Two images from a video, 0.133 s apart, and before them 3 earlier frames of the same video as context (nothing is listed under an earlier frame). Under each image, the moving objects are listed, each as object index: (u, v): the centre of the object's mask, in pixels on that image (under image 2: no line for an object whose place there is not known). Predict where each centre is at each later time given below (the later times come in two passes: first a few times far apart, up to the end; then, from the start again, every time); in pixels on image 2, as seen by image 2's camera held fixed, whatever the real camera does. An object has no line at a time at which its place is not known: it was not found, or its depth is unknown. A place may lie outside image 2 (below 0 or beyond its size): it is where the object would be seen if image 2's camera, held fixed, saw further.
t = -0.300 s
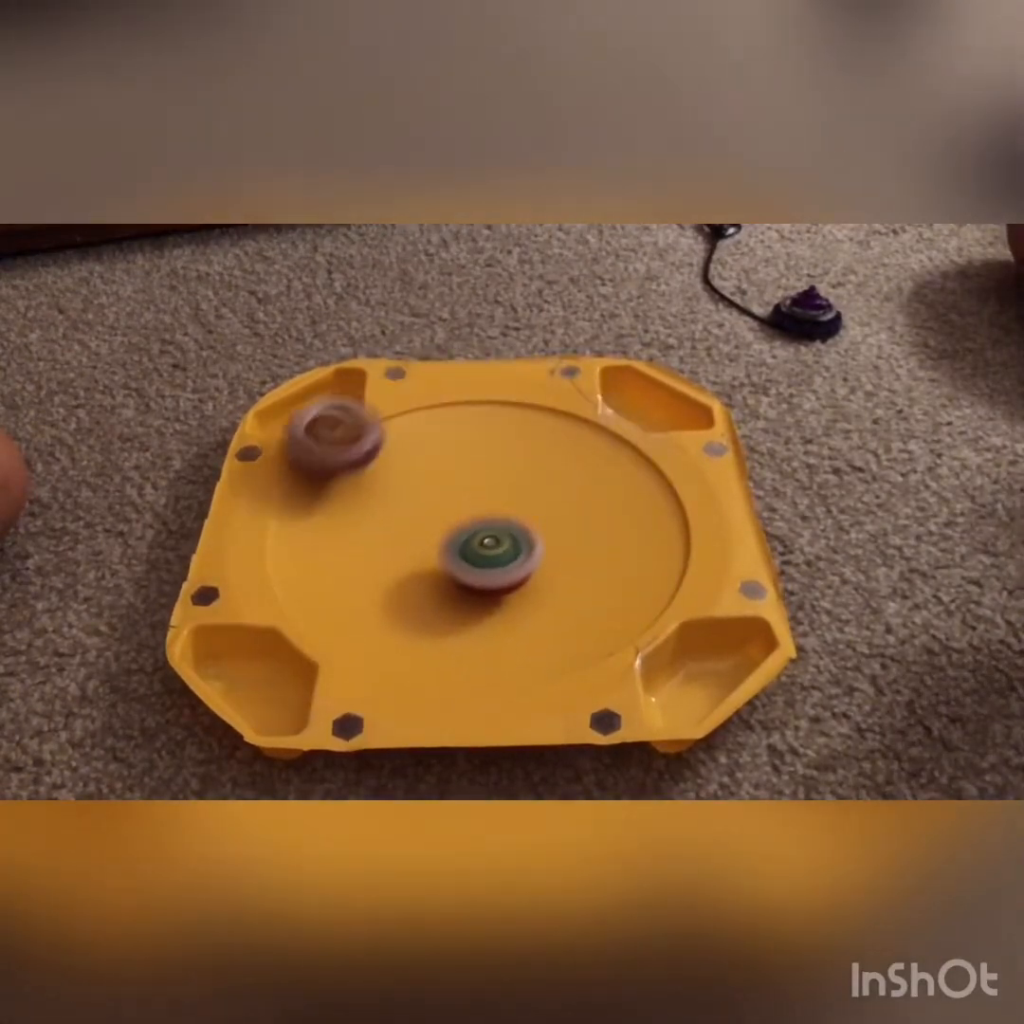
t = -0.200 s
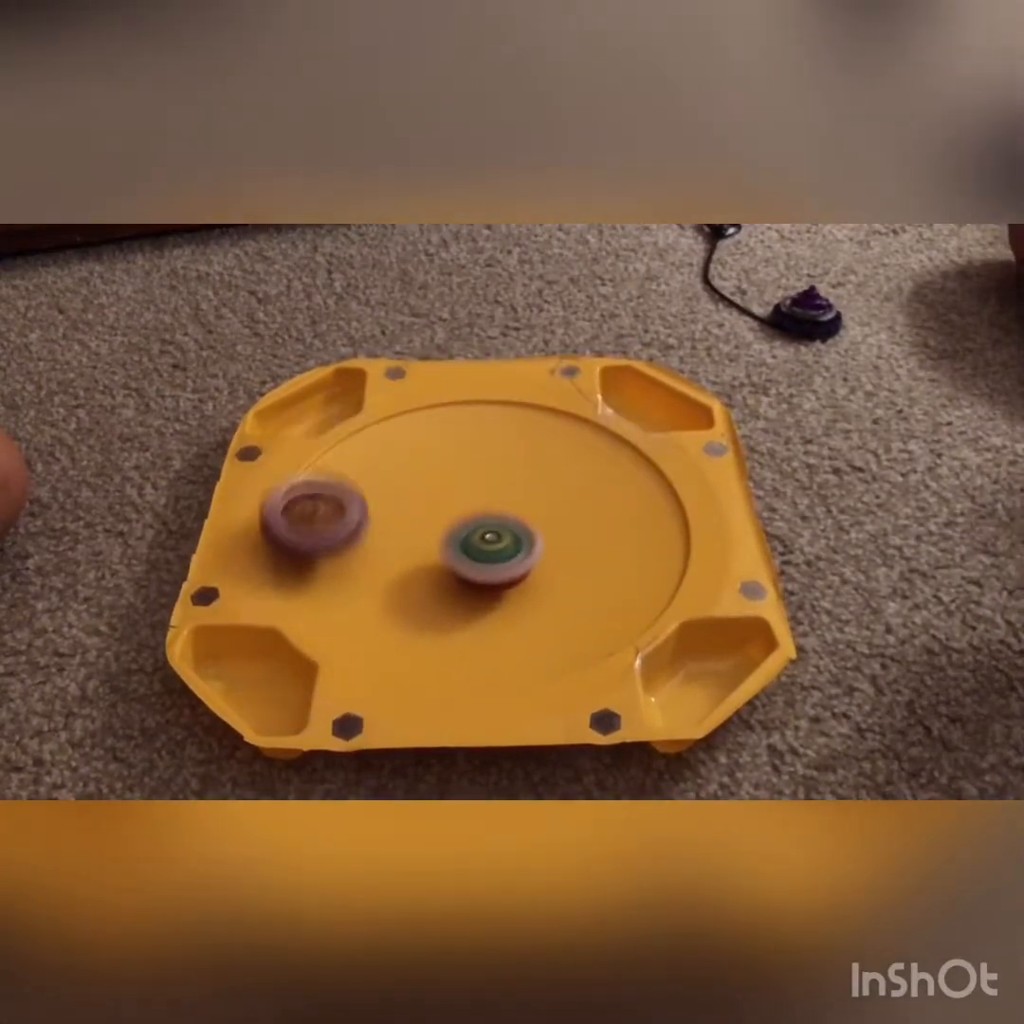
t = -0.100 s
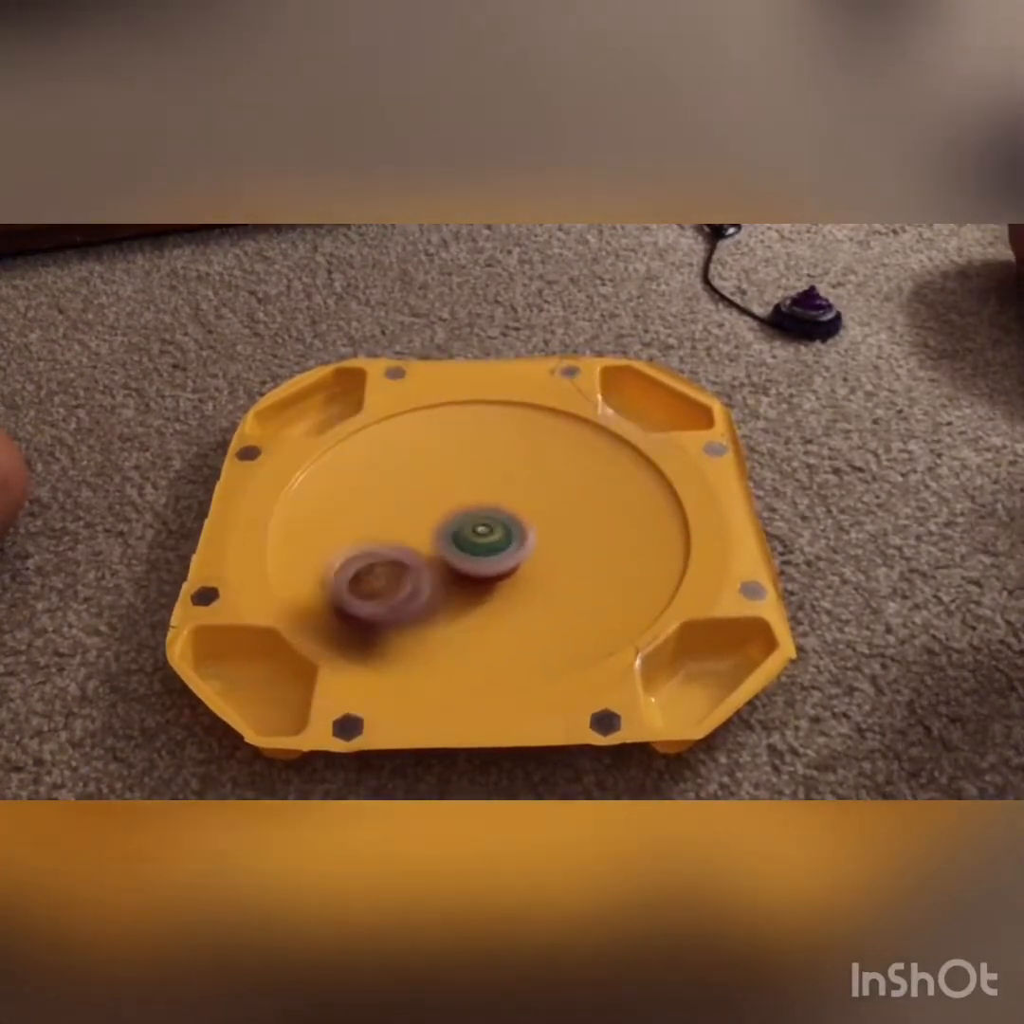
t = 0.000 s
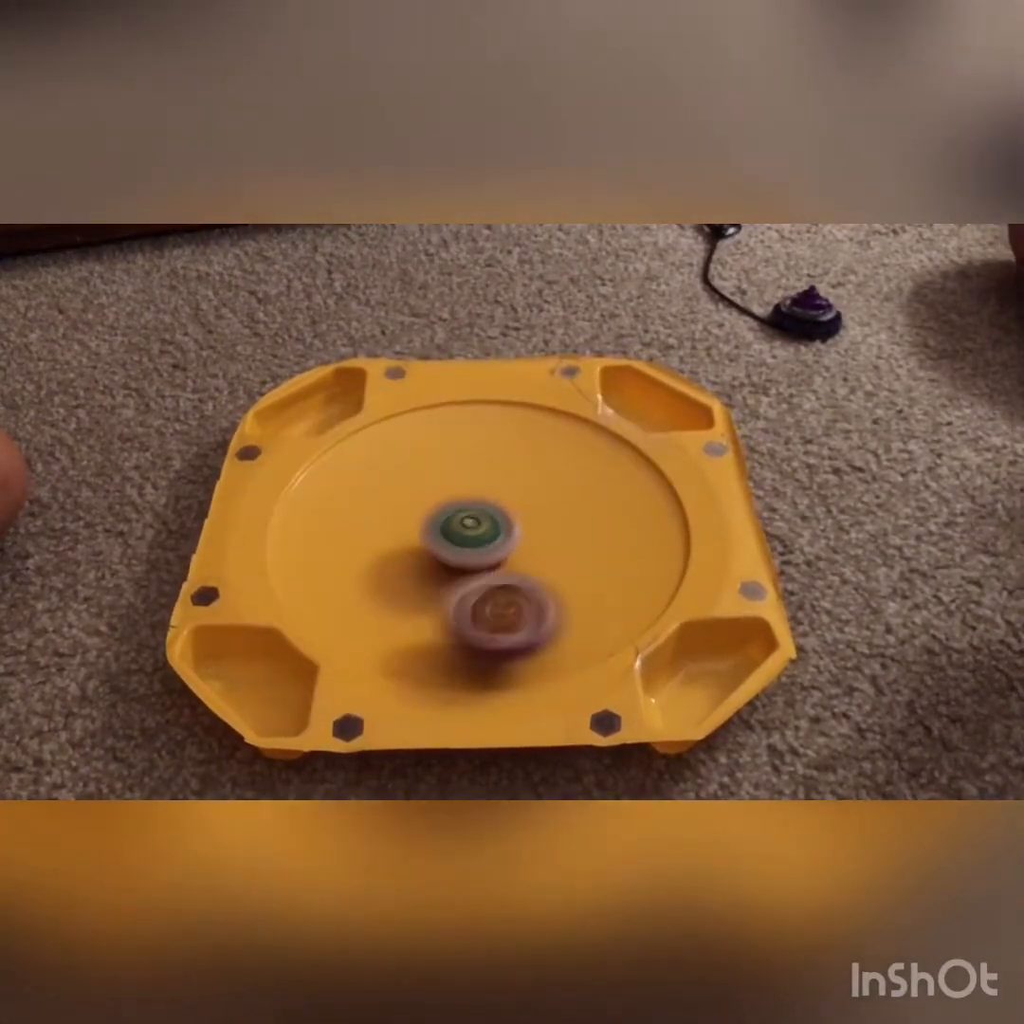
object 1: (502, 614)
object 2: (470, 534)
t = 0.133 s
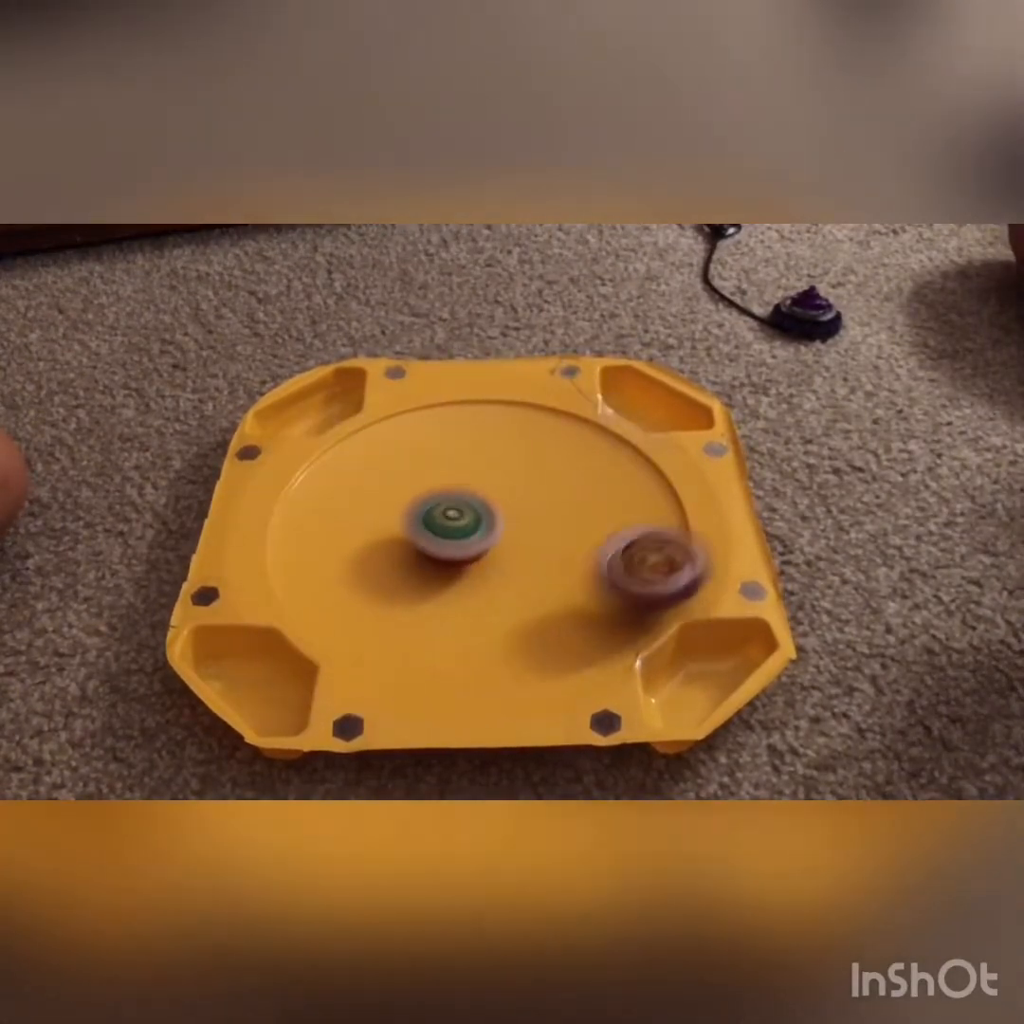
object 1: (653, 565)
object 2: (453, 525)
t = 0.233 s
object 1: (675, 493)
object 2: (441, 521)
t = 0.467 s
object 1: (499, 408)
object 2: (435, 518)
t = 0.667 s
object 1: (334, 496)
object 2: (458, 513)
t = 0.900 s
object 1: (429, 639)
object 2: (487, 502)
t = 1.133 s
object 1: (639, 536)
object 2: (503, 502)
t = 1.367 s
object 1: (510, 412)
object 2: (512, 515)
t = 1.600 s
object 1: (308, 445)
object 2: (508, 525)
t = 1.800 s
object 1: (354, 584)
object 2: (494, 533)
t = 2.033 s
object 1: (606, 565)
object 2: (471, 539)
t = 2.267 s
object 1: (618, 419)
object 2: (460, 536)
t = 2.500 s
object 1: (416, 412)
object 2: (458, 524)
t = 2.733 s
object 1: (341, 561)
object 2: (463, 509)
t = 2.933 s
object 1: (509, 639)
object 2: (471, 506)
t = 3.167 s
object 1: (662, 517)
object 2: (486, 510)
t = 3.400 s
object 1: (514, 416)
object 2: (499, 521)
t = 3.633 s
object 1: (314, 450)
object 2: (504, 529)
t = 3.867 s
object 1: (349, 594)
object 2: (491, 531)
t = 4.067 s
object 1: (560, 592)
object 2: (478, 527)
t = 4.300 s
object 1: (635, 451)
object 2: (466, 521)
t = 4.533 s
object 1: (475, 388)
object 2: (461, 516)
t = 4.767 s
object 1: (340, 498)
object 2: (467, 516)
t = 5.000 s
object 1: (440, 627)
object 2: (472, 520)
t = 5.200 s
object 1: (629, 586)
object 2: (477, 527)
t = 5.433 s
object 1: (603, 456)
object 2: (479, 529)
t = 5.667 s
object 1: (422, 416)
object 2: (476, 529)
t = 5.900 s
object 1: (285, 505)
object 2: (479, 524)
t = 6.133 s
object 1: (435, 613)
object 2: (476, 524)
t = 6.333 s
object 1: (608, 557)
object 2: (484, 528)
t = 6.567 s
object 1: (614, 428)
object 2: (473, 522)
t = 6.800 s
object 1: (444, 407)
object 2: (477, 530)
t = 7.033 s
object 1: (342, 525)
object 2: (476, 530)
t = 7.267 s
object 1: (457, 634)
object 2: (490, 525)
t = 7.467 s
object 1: (619, 577)
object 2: (490, 525)
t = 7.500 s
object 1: (629, 558)
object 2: (490, 525)
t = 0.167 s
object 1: (676, 542)
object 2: (449, 523)
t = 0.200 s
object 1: (679, 517)
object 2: (445, 522)
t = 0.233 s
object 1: (675, 493)
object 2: (441, 521)
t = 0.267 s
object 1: (667, 468)
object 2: (440, 520)
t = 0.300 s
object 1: (649, 446)
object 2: (436, 518)
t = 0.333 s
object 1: (626, 429)
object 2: (434, 518)
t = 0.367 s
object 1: (597, 418)
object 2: (433, 518)
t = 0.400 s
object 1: (564, 410)
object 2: (434, 518)
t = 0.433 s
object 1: (533, 406)
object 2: (434, 518)
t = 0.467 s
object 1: (499, 408)
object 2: (435, 518)
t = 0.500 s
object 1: (464, 416)
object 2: (440, 518)
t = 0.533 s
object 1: (432, 424)
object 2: (442, 517)
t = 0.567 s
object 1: (403, 438)
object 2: (447, 517)
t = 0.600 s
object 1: (375, 457)
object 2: (452, 515)
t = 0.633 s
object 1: (351, 477)
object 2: (455, 513)
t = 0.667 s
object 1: (334, 496)
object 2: (458, 513)
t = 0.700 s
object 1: (322, 519)
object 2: (465, 510)
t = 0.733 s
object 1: (317, 543)
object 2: (468, 508)
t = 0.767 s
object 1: (322, 566)
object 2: (473, 507)
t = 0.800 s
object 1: (335, 590)
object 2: (477, 506)
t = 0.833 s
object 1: (357, 610)
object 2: (480, 504)
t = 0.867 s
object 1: (390, 628)
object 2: (484, 503)
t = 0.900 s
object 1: (429, 639)
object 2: (487, 502)
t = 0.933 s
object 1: (474, 642)
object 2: (489, 501)
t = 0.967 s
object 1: (520, 639)
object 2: (493, 500)
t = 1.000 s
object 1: (559, 627)
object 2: (495, 499)
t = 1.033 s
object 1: (591, 608)
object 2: (497, 500)
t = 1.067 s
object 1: (614, 587)
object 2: (500, 500)
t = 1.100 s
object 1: (633, 561)
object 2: (501, 500)
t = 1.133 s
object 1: (639, 536)
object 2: (503, 502)
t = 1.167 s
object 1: (636, 512)
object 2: (505, 502)
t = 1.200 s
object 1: (627, 489)
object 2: (506, 504)
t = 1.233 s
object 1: (611, 468)
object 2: (508, 507)
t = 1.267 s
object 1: (591, 450)
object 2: (510, 507)
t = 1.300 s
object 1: (566, 436)
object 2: (513, 511)
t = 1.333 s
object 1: (539, 422)
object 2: (513, 512)
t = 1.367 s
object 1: (510, 412)
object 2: (512, 515)
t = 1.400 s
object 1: (481, 405)
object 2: (514, 516)
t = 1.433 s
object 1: (451, 402)
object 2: (513, 517)
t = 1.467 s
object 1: (418, 401)
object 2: (513, 519)
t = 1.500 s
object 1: (385, 406)
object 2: (514, 519)
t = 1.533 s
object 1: (356, 413)
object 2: (512, 522)
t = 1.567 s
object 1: (328, 424)
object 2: (512, 523)
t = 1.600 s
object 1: (308, 445)
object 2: (508, 525)
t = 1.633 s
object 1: (295, 471)
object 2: (508, 526)
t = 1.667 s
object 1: (287, 496)
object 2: (504, 528)
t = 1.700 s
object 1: (288, 521)
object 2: (502, 530)
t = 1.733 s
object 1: (300, 545)
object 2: (499, 530)
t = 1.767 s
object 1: (324, 566)
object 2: (496, 532)
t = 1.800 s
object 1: (354, 584)
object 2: (494, 533)
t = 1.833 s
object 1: (388, 599)
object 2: (490, 535)
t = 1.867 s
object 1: (428, 607)
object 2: (488, 535)
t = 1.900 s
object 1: (467, 610)
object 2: (485, 535)
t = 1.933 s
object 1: (508, 607)
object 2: (481, 536)
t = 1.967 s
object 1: (545, 598)
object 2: (476, 538)
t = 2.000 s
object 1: (579, 582)
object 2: (476, 538)
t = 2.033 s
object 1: (606, 565)
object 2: (471, 539)
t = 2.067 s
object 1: (627, 545)
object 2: (471, 539)
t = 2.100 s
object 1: (643, 523)
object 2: (466, 539)
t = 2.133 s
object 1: (652, 501)
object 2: (466, 539)
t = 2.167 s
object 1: (654, 475)
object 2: (463, 538)
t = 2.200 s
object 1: (648, 455)
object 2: (462, 538)
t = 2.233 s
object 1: (637, 436)
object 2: (460, 537)
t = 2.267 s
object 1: (618, 419)
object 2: (460, 536)
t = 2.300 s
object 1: (595, 405)
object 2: (458, 535)
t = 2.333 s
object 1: (567, 394)
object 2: (458, 534)
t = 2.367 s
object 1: (536, 389)
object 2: (456, 531)
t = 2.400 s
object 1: (505, 387)
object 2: (458, 530)
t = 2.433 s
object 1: (473, 391)
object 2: (457, 528)
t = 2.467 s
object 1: (443, 400)
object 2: (459, 525)
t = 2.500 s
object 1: (416, 412)
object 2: (458, 524)
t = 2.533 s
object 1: (390, 428)
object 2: (459, 521)
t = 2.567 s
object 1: (369, 447)
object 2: (458, 520)
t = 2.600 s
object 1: (351, 468)
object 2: (459, 517)
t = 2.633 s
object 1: (338, 491)
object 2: (459, 516)
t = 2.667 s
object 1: (332, 513)
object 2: (461, 513)
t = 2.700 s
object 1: (334, 537)
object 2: (462, 512)
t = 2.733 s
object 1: (341, 561)
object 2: (463, 509)
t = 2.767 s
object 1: (355, 580)
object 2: (464, 509)
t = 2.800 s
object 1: (376, 600)
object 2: (464, 507)
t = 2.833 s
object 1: (403, 617)
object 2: (466, 507)
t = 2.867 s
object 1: (434, 629)
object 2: (466, 506)
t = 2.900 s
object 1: (469, 639)
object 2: (470, 506)
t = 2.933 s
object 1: (509, 639)
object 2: (471, 506)
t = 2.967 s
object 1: (548, 634)
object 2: (474, 505)
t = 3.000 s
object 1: (585, 620)
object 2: (475, 506)
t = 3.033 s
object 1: (615, 604)
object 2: (477, 505)
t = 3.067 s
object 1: (638, 584)
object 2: (480, 507)
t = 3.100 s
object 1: (655, 560)
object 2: (481, 508)
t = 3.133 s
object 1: (663, 538)
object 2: (485, 508)
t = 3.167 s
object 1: (662, 517)
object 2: (486, 510)
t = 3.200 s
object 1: (653, 495)
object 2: (489, 510)
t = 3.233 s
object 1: (638, 475)
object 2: (491, 512)
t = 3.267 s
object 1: (617, 458)
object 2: (492, 513)
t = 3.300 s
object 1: (594, 444)
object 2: (494, 515)
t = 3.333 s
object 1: (568, 432)
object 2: (497, 517)
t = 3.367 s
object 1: (542, 422)
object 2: (499, 518)
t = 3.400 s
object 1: (514, 416)
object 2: (499, 521)
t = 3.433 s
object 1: (484, 412)
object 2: (500, 521)
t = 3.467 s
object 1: (453, 410)
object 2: (501, 523)
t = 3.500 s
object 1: (423, 412)
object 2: (501, 525)
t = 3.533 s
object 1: (394, 417)
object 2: (503, 525)
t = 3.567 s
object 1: (366, 425)
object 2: (503, 527)
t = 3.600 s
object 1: (339, 435)
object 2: (502, 528)
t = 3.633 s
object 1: (314, 450)
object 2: (504, 529)
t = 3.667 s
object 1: (294, 467)
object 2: (502, 530)
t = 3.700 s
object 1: (283, 486)
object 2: (501, 529)
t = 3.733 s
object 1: (281, 511)
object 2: (500, 531)
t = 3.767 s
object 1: (285, 535)
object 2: (498, 531)
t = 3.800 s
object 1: (298, 557)
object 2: (497, 530)
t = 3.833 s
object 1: (320, 576)
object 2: (495, 531)
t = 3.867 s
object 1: (349, 594)
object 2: (491, 531)
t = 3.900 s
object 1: (383, 607)
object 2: (491, 531)
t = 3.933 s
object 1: (421, 616)
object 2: (488, 530)
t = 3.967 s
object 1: (459, 617)
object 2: (485, 529)
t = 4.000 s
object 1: (494, 614)
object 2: (484, 529)
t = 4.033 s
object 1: (528, 604)
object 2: (483, 529)
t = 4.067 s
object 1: (560, 592)
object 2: (478, 527)
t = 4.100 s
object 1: (587, 576)
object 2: (477, 527)
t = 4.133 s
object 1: (610, 556)
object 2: (476, 526)
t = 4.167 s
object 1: (627, 536)
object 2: (473, 525)
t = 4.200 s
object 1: (638, 515)
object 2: (471, 525)
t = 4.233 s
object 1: (643, 493)
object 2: (469, 523)
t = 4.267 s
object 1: (643, 471)
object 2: (468, 521)
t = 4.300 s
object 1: (635, 451)
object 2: (466, 521)
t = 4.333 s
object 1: (623, 434)
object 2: (465, 520)
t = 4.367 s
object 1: (606, 418)
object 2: (464, 518)
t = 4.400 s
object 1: (585, 404)
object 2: (463, 518)
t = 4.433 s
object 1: (561, 395)
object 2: (460, 518)
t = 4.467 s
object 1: (534, 388)
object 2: (460, 516)
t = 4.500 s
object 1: (504, 387)
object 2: (463, 516)
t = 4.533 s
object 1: (475, 388)
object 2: (461, 516)
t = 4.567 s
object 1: (446, 395)
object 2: (459, 515)
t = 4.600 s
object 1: (421, 406)
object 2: (464, 514)
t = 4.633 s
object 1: (396, 422)
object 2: (463, 515)
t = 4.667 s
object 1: (375, 439)
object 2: (462, 515)
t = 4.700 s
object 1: (360, 457)
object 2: (465, 512)
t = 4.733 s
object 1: (347, 478)
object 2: (466, 514)
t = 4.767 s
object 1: (340, 498)
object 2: (467, 516)
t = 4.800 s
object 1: (338, 520)
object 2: (465, 515)
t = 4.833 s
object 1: (342, 542)
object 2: (467, 515)
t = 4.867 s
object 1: (350, 563)
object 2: (469, 515)
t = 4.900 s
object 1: (364, 584)
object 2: (470, 518)
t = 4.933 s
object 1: (384, 600)
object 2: (472, 517)
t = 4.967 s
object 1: (412, 615)
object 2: (471, 519)
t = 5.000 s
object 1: (440, 627)
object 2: (472, 520)
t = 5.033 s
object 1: (474, 634)
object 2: (473, 520)
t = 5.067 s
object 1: (510, 635)
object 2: (476, 523)
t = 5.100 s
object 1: (544, 631)
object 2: (473, 524)
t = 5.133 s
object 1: (576, 621)
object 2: (473, 526)
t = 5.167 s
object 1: (605, 606)
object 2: (475, 525)
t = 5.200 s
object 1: (629, 586)
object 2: (477, 527)
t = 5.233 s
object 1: (646, 567)
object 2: (477, 528)
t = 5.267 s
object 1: (653, 547)
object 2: (475, 530)
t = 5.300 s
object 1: (655, 526)
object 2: (477, 529)
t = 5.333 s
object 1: (650, 506)
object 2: (478, 530)
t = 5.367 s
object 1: (639, 487)
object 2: (479, 530)
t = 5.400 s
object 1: (622, 470)
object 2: (477, 531)
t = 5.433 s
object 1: (603, 456)
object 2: (479, 529)
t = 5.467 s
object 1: (581, 442)
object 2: (479, 531)
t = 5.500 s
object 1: (556, 432)
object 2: (479, 531)
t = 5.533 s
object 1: (531, 424)
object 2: (477, 531)
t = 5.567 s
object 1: (504, 419)
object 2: (479, 529)
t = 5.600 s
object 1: (476, 416)
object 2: (479, 530)
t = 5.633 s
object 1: (448, 415)
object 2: (479, 529)
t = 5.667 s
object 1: (422, 416)
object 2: (476, 529)
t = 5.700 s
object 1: (395, 420)
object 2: (477, 526)
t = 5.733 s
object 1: (367, 428)
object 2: (478, 527)
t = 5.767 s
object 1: (343, 439)
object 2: (479, 525)
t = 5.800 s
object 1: (321, 452)
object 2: (480, 527)
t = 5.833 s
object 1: (304, 468)
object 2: (478, 526)
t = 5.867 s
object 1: (292, 485)
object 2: (480, 526)
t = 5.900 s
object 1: (285, 505)
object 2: (479, 524)
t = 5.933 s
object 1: (287, 527)
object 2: (482, 523)
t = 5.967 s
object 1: (297, 547)
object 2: (482, 524)
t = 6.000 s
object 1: (314, 566)
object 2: (485, 524)
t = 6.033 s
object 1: (338, 583)
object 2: (482, 527)
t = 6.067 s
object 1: (366, 598)
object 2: (480, 527)
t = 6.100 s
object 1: (398, 608)
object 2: (477, 527)
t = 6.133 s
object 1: (435, 613)
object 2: (476, 524)
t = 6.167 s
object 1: (470, 614)
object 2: (477, 523)
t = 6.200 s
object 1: (503, 610)
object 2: (477, 526)
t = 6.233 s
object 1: (535, 601)
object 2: (480, 526)
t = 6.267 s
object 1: (565, 587)
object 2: (480, 521)
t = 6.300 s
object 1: (590, 571)
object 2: (484, 525)
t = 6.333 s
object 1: (608, 557)
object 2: (484, 528)
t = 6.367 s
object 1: (625, 538)
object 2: (479, 528)
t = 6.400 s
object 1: (636, 518)
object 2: (474, 528)
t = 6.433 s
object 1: (642, 498)
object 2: (470, 526)
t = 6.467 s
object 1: (644, 478)
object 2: (470, 524)
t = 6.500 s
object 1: (639, 460)
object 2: (466, 524)
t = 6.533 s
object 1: (628, 443)
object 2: (468, 522)
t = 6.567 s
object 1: (614, 428)
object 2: (473, 522)
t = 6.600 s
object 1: (595, 414)
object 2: (474, 523)
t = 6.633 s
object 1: (574, 405)
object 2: (476, 523)
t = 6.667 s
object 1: (552, 398)
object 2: (479, 523)
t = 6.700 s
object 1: (523, 396)
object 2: (480, 524)
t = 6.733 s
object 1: (495, 396)
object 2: (480, 527)
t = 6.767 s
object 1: (470, 400)
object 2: (480, 528)
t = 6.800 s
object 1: (444, 407)
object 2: (477, 530)
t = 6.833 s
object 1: (420, 419)
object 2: (474, 531)
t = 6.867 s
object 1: (401, 435)
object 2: (474, 532)
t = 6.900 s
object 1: (381, 450)
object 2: (472, 531)
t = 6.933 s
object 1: (365, 468)
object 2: (472, 530)
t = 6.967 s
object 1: (353, 486)
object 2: (472, 530)
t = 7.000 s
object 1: (346, 505)
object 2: (474, 530)
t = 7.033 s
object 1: (342, 525)
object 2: (476, 530)
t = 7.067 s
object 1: (344, 544)
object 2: (479, 529)
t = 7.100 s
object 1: (351, 564)
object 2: (482, 529)
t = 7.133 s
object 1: (363, 581)
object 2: (486, 529)
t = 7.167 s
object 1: (381, 599)
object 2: (488, 527)
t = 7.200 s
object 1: (402, 613)
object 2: (489, 526)
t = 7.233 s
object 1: (427, 625)
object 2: (490, 526)
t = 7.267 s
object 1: (457, 634)
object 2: (490, 525)
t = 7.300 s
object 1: (490, 636)
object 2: (490, 525)
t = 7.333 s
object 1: (521, 634)
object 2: (490, 525)
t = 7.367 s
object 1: (555, 624)
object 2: (490, 525)
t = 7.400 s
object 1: (582, 611)
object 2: (490, 525)
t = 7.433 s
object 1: (603, 595)
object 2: (490, 525)
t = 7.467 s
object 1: (619, 577)
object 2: (490, 525)
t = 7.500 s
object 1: (629, 558)
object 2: (490, 525)
